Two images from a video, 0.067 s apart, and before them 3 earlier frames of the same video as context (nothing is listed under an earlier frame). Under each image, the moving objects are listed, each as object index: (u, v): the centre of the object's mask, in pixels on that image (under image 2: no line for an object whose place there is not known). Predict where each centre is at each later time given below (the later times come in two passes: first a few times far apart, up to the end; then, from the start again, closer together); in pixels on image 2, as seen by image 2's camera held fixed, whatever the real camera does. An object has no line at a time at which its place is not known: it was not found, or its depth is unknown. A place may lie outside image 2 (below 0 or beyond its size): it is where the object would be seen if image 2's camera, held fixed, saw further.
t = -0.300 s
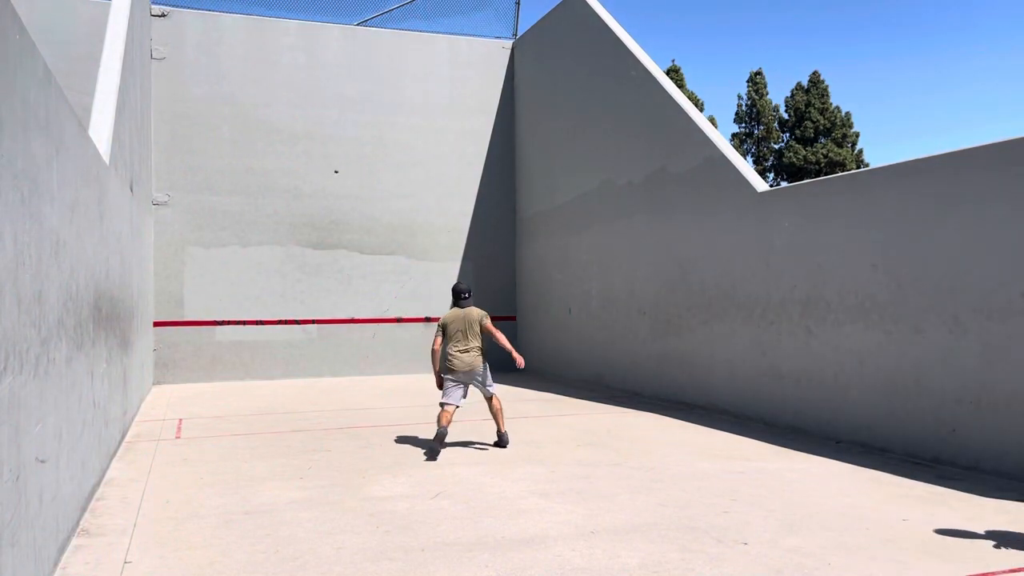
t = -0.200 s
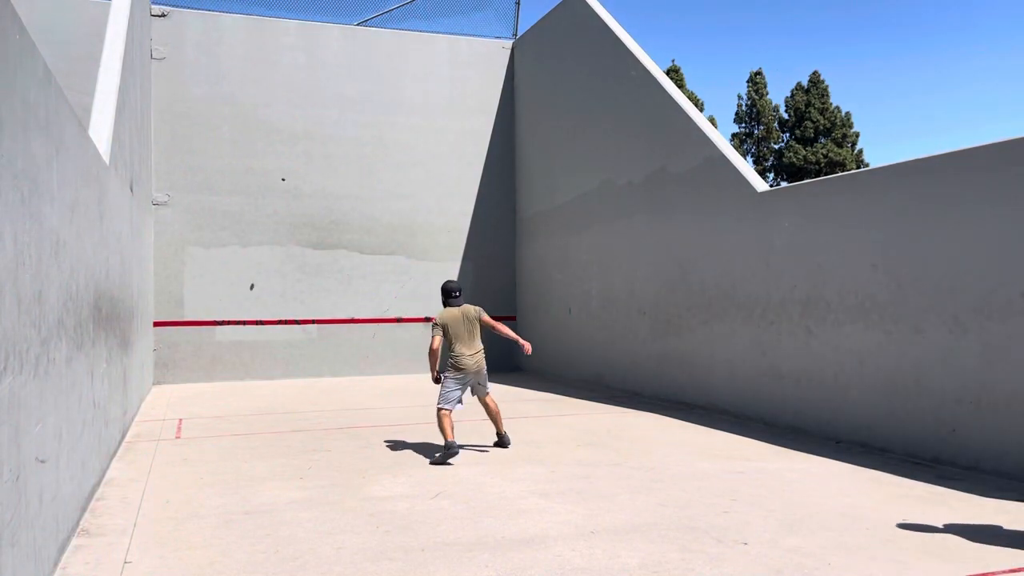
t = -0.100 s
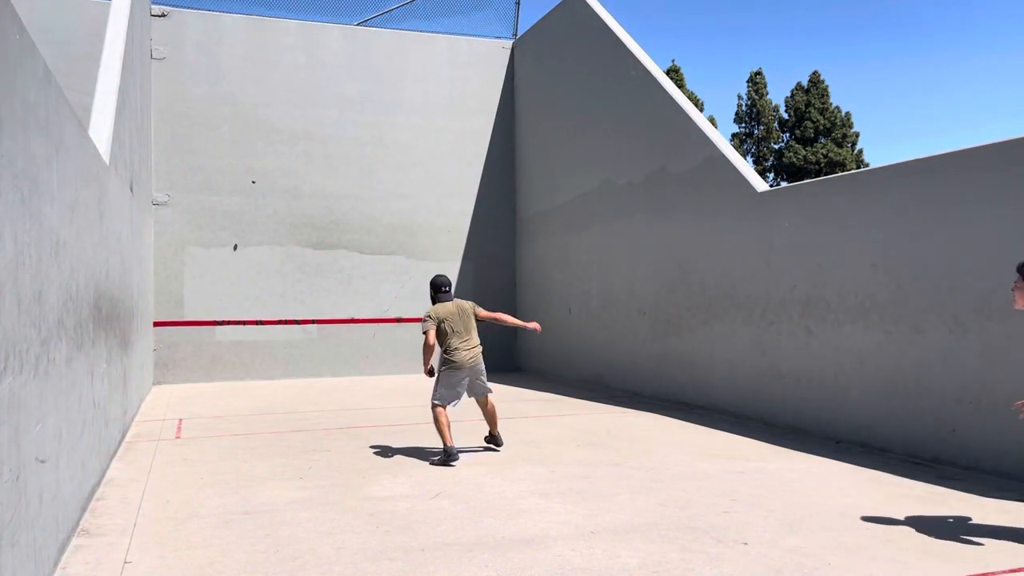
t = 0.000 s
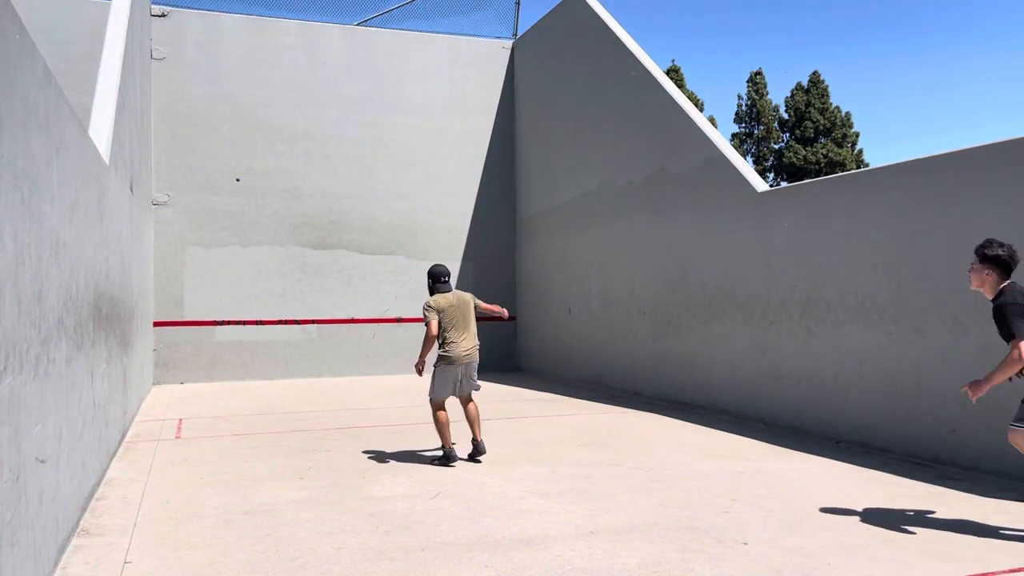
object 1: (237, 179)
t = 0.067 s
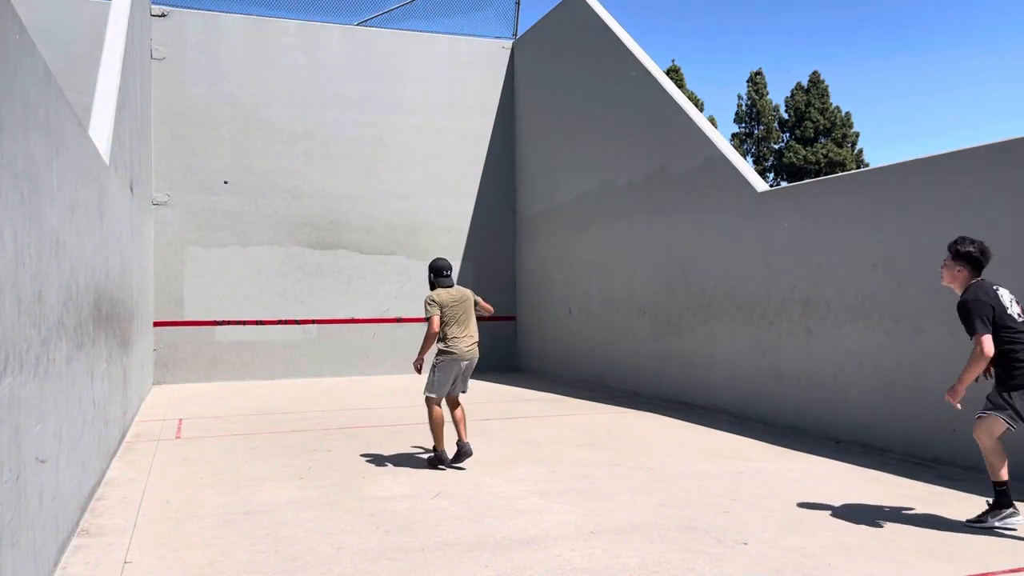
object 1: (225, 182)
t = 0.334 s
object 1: (157, 236)
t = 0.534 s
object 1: (159, 323)
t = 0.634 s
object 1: (192, 384)
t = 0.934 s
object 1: (311, 352)
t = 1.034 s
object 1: (357, 307)
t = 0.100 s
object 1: (219, 184)
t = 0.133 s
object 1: (211, 188)
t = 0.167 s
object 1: (204, 192)
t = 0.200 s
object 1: (196, 198)
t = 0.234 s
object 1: (187, 206)
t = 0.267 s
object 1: (178, 214)
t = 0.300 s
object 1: (168, 224)
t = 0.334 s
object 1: (157, 236)
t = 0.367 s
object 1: (146, 250)
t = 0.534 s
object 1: (159, 323)
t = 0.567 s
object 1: (170, 341)
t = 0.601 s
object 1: (181, 362)
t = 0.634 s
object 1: (192, 384)
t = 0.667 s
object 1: (203, 409)
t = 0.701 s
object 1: (215, 436)
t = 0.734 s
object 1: (228, 467)
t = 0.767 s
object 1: (241, 450)
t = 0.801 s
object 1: (254, 428)
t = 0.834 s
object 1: (268, 407)
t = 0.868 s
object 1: (282, 388)
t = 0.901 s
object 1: (296, 369)
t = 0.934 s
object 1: (311, 352)
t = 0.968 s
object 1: (326, 336)
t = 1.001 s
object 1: (342, 320)
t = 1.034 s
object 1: (357, 307)
